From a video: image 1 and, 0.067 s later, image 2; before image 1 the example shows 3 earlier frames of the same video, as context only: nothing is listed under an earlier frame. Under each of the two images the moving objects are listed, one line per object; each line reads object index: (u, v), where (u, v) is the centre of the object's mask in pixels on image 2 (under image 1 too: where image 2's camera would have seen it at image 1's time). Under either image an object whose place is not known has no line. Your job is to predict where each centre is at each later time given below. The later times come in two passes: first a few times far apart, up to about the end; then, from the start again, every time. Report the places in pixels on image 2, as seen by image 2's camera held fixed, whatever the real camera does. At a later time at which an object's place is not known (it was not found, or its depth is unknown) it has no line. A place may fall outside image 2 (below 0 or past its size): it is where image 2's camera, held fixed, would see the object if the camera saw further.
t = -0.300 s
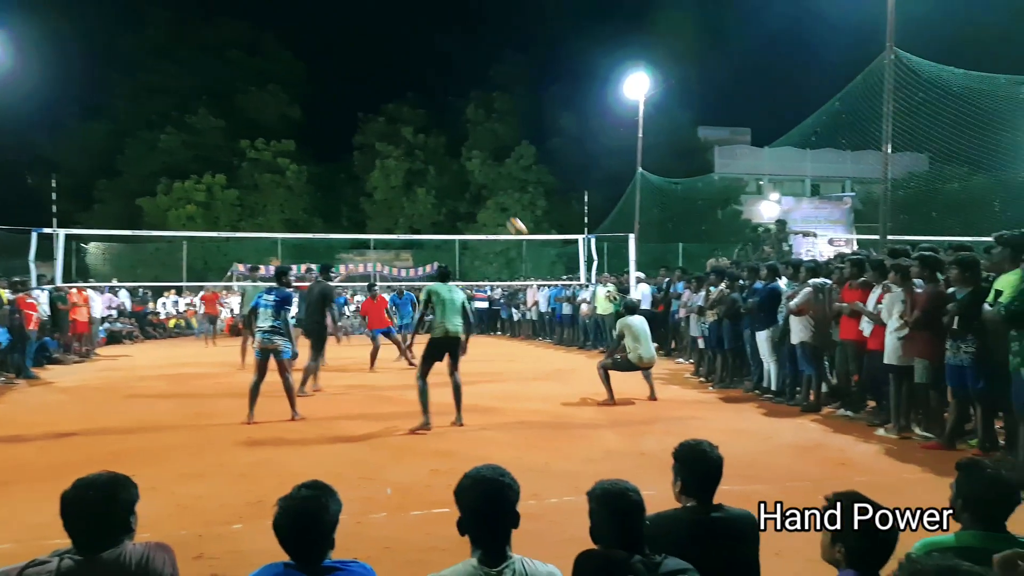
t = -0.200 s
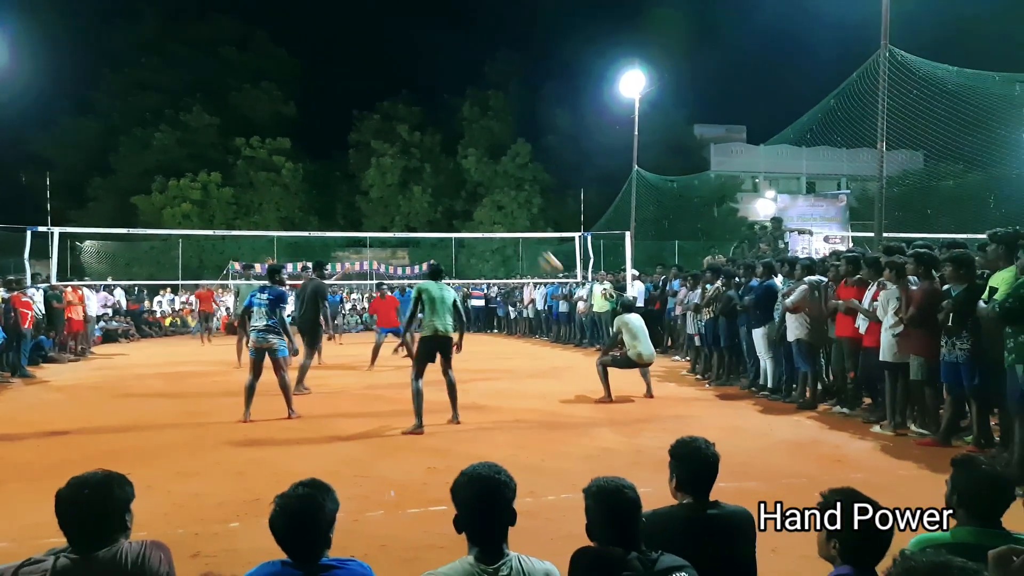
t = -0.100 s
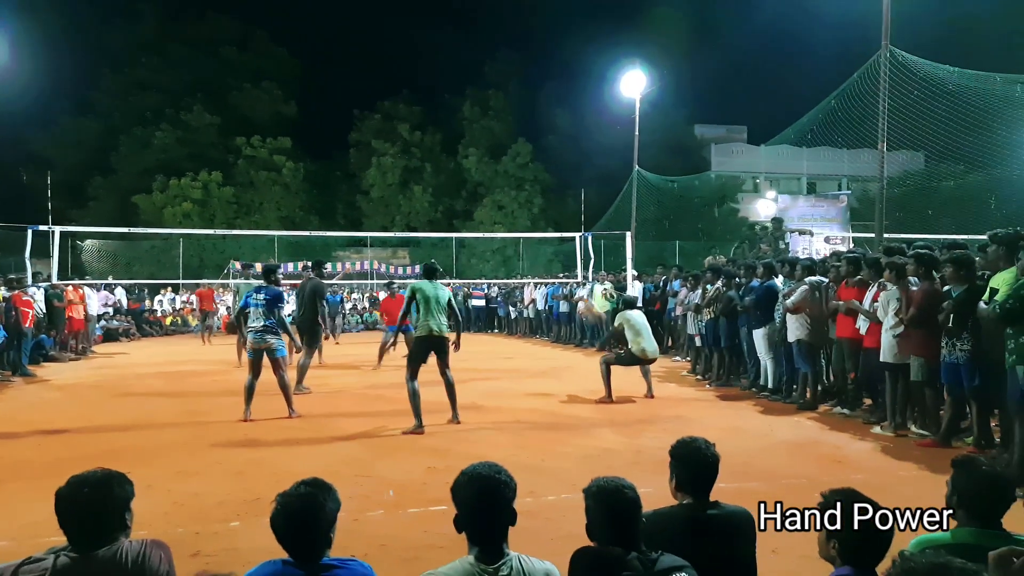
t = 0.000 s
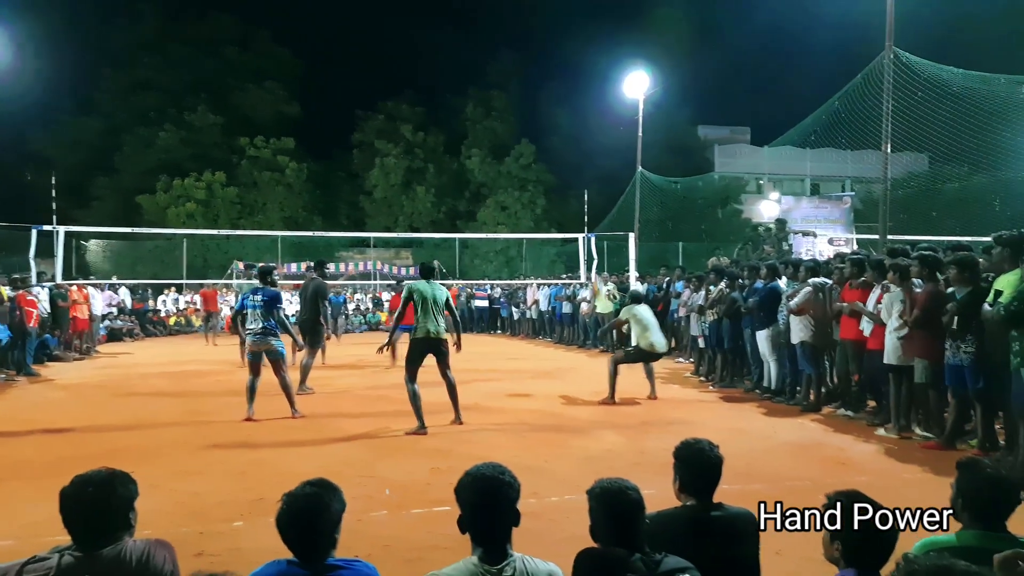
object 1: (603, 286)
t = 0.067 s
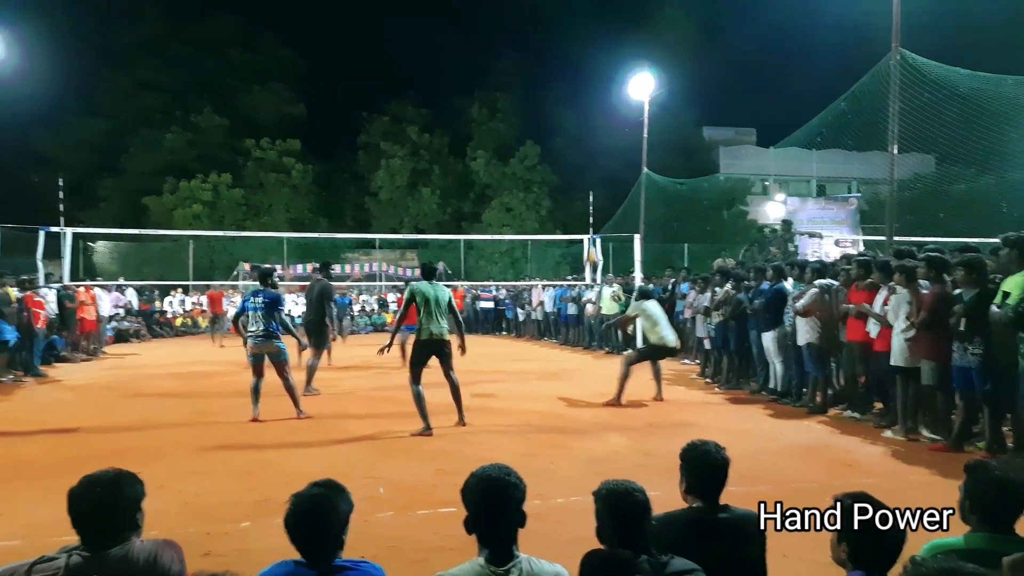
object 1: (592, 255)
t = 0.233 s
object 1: (567, 199)
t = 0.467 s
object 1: (538, 156)
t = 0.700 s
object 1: (515, 152)
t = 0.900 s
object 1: (497, 174)
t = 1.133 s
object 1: (478, 225)
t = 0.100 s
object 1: (583, 244)
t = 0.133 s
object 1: (581, 228)
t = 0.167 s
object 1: (576, 219)
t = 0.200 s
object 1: (572, 208)
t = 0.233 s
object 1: (567, 199)
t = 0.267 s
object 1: (562, 191)
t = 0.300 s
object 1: (558, 183)
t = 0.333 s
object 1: (554, 176)
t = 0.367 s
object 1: (550, 170)
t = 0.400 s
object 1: (546, 164)
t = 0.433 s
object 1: (542, 160)
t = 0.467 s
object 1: (538, 156)
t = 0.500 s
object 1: (535, 154)
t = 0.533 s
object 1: (531, 151)
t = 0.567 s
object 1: (528, 150)
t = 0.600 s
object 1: (524, 150)
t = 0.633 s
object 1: (521, 150)
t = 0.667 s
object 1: (518, 151)
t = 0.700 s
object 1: (515, 152)
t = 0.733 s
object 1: (512, 154)
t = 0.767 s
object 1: (509, 157)
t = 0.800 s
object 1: (506, 160)
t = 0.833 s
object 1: (503, 164)
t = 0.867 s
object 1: (500, 169)
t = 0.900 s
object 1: (497, 174)
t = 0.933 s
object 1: (494, 179)
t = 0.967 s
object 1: (491, 186)
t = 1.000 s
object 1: (488, 192)
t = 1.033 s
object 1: (486, 200)
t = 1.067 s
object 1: (483, 208)
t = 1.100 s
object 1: (481, 216)
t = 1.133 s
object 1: (478, 225)
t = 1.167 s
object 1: (476, 232)
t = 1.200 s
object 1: (474, 245)
